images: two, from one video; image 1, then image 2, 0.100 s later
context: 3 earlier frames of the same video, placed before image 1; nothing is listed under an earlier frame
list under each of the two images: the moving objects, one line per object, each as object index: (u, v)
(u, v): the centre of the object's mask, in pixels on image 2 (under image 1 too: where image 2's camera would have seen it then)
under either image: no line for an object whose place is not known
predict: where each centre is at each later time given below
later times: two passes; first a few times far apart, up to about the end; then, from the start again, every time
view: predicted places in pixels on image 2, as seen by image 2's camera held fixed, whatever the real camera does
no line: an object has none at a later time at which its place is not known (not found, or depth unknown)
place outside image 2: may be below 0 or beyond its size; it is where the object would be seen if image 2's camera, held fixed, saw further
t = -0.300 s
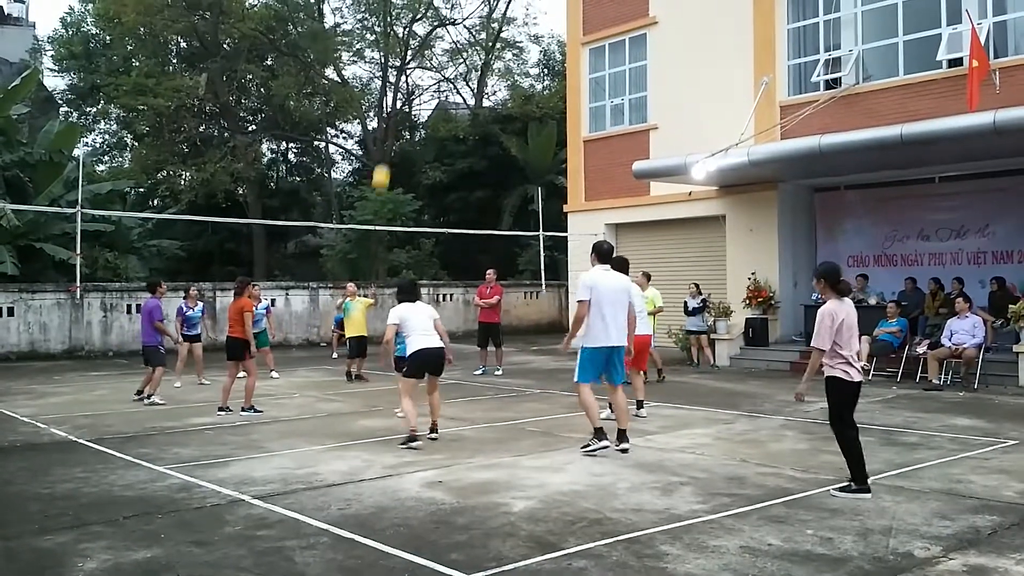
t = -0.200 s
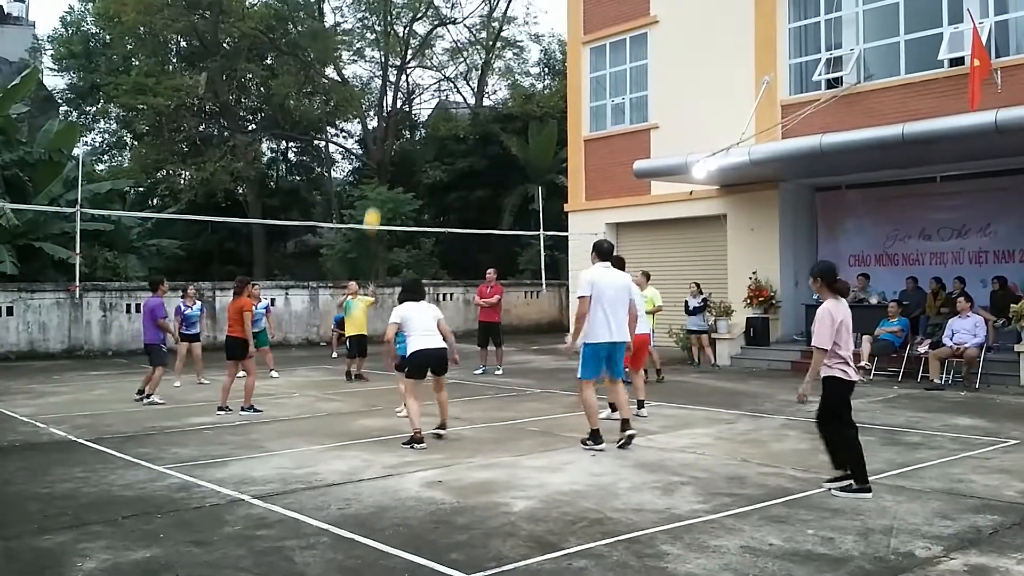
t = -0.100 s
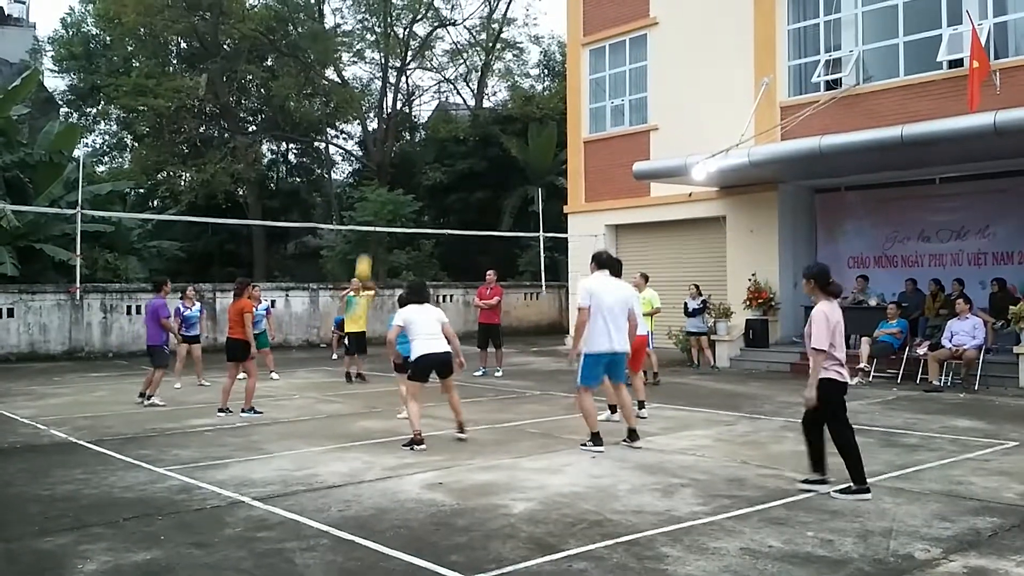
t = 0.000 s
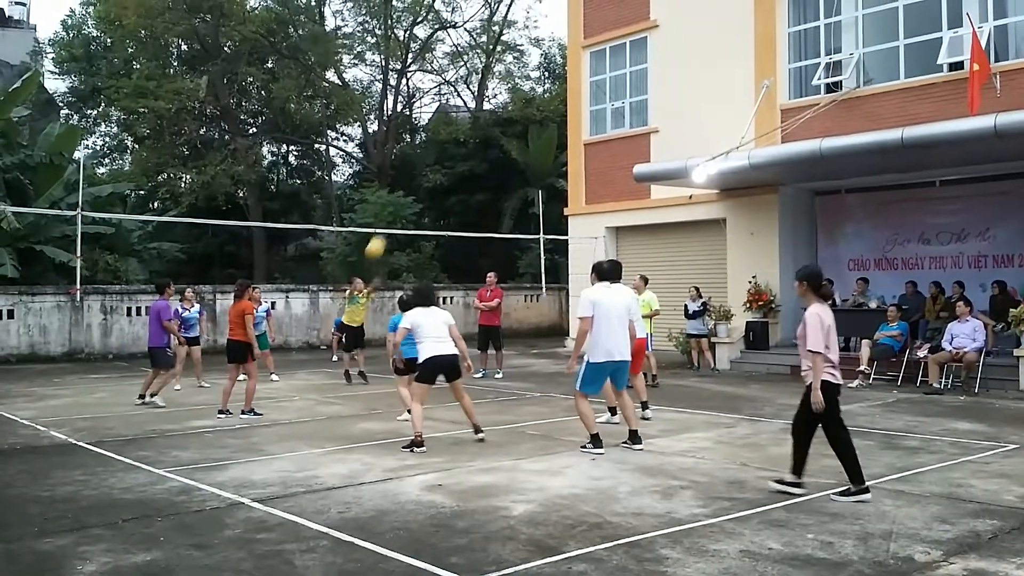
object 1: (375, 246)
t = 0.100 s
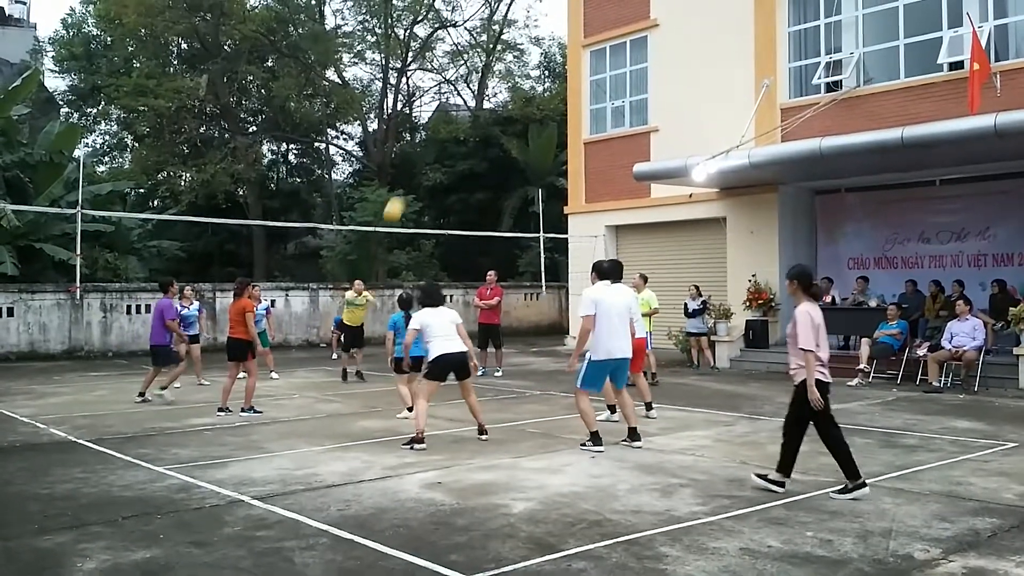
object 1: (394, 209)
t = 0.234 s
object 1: (417, 167)
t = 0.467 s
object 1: (464, 122)
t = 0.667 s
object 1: (510, 116)
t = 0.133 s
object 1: (400, 198)
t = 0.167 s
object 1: (405, 187)
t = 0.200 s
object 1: (412, 177)
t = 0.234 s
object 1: (417, 167)
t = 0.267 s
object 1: (424, 158)
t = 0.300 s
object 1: (430, 150)
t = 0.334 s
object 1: (437, 143)
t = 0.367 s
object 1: (444, 136)
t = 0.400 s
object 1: (450, 131)
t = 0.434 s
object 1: (457, 126)
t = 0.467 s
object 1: (464, 122)
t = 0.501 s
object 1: (471, 118)
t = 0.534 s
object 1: (479, 116)
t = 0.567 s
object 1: (486, 114)
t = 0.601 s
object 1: (494, 114)
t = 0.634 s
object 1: (502, 115)
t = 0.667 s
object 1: (510, 116)
